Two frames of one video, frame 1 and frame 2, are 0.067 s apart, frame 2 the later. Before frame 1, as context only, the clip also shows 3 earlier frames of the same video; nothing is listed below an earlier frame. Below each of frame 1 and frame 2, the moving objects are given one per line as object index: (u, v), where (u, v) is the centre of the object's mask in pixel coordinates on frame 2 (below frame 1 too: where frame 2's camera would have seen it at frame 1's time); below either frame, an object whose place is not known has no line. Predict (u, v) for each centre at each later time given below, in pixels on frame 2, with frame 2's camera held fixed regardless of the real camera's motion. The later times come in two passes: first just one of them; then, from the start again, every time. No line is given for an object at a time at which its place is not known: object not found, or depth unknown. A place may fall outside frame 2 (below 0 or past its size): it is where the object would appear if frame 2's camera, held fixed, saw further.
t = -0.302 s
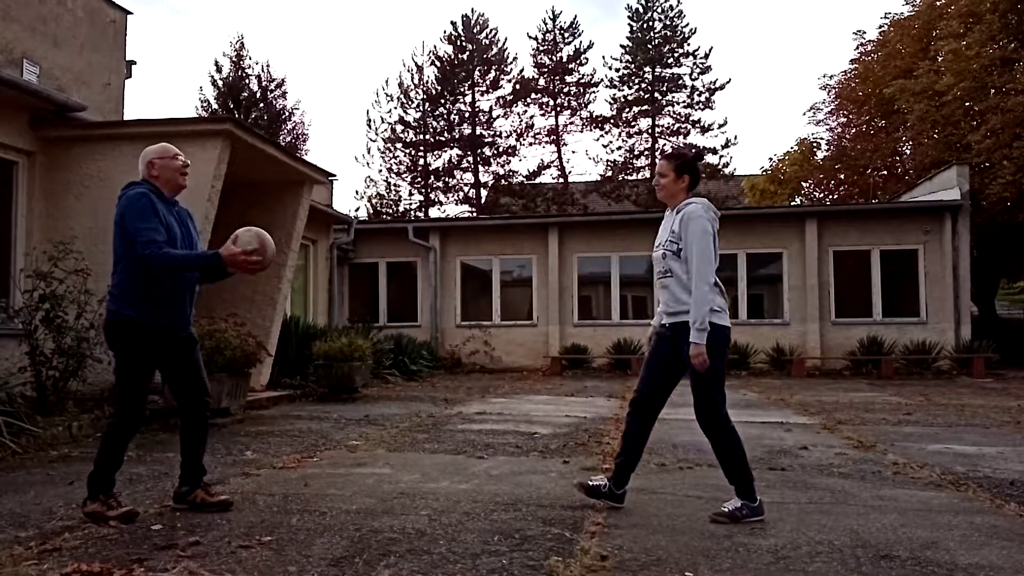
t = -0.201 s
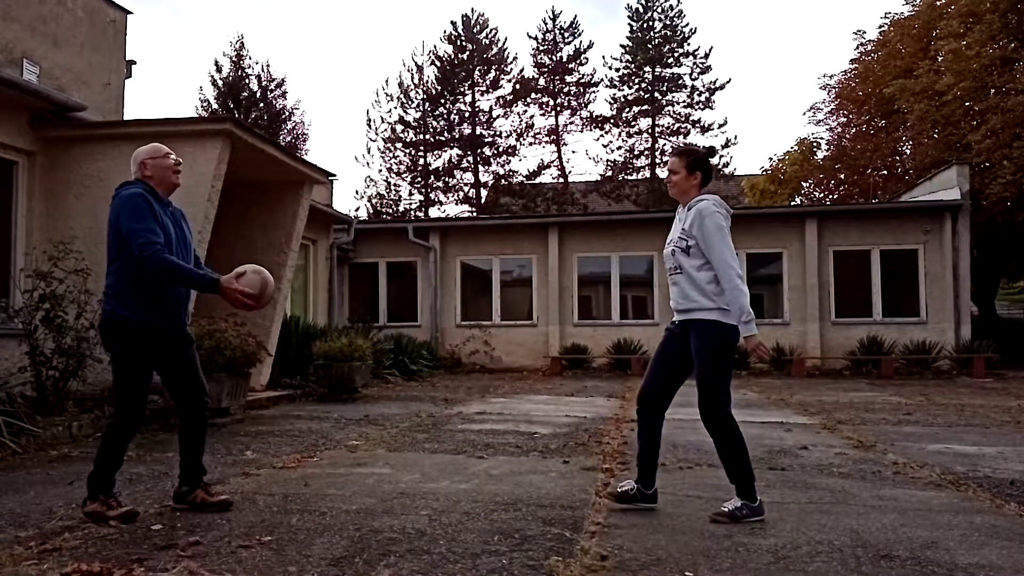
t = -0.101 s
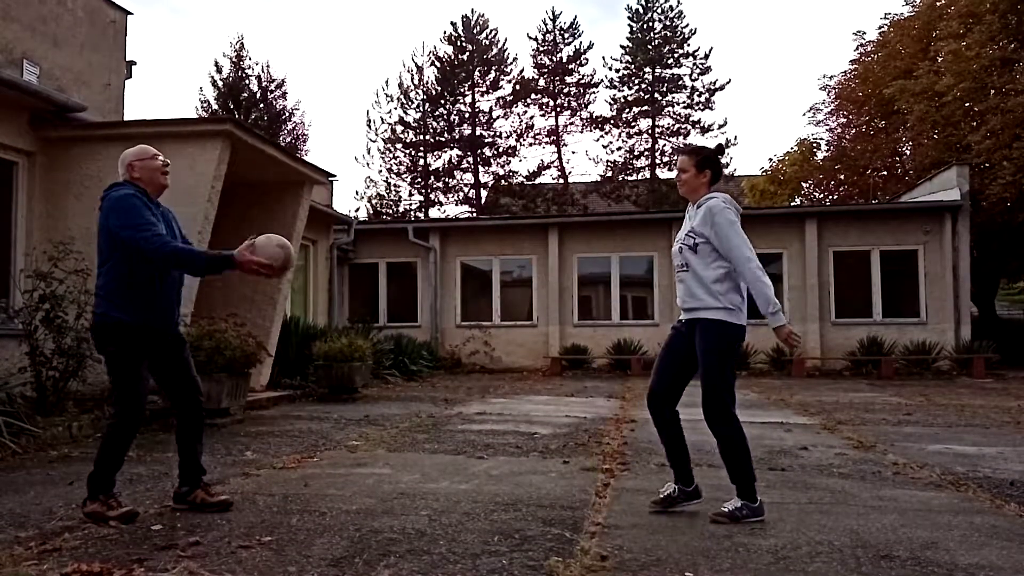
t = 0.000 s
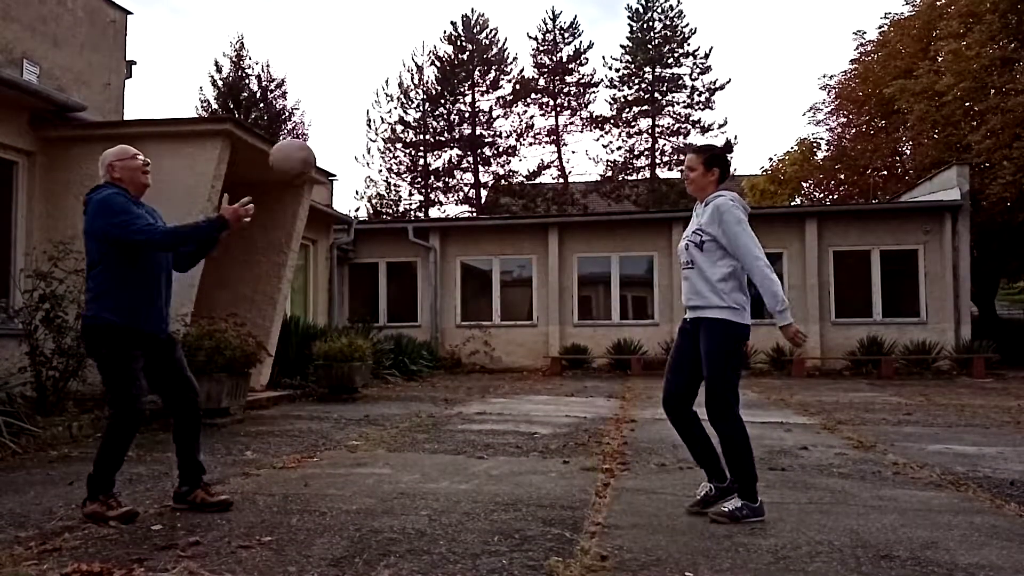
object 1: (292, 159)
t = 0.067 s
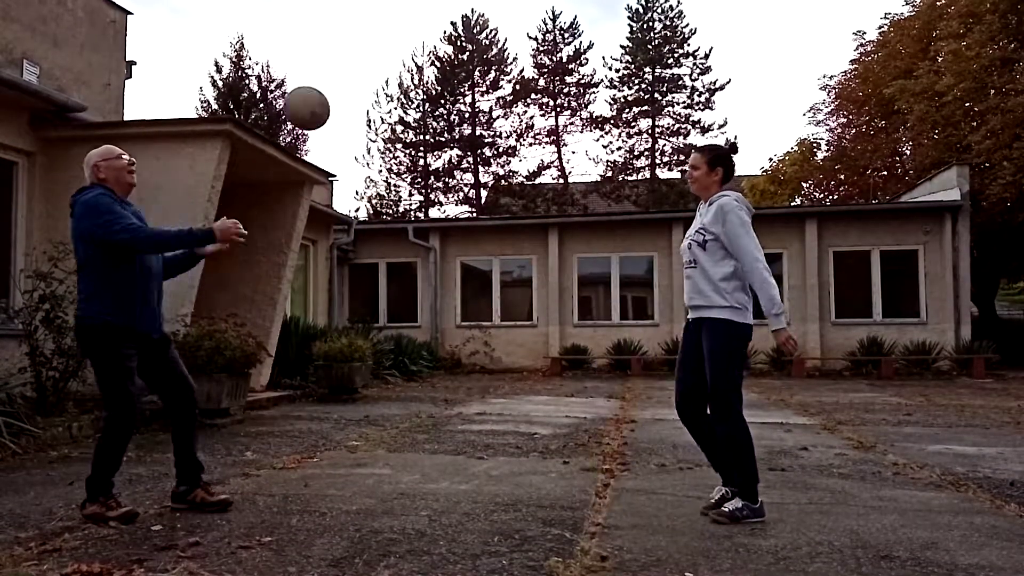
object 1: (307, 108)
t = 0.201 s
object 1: (334, 30)
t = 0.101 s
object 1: (314, 85)
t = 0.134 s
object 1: (321, 64)
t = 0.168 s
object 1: (327, 46)
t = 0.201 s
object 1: (334, 30)
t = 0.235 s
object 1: (341, 18)
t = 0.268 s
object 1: (348, 11)
